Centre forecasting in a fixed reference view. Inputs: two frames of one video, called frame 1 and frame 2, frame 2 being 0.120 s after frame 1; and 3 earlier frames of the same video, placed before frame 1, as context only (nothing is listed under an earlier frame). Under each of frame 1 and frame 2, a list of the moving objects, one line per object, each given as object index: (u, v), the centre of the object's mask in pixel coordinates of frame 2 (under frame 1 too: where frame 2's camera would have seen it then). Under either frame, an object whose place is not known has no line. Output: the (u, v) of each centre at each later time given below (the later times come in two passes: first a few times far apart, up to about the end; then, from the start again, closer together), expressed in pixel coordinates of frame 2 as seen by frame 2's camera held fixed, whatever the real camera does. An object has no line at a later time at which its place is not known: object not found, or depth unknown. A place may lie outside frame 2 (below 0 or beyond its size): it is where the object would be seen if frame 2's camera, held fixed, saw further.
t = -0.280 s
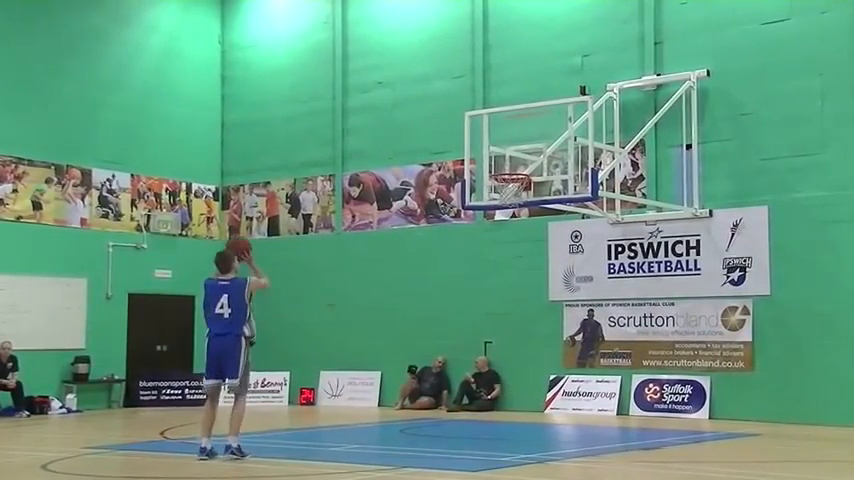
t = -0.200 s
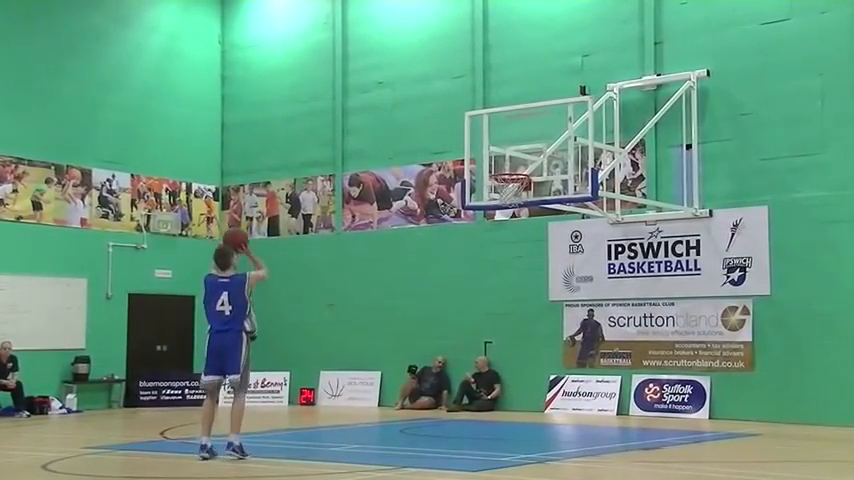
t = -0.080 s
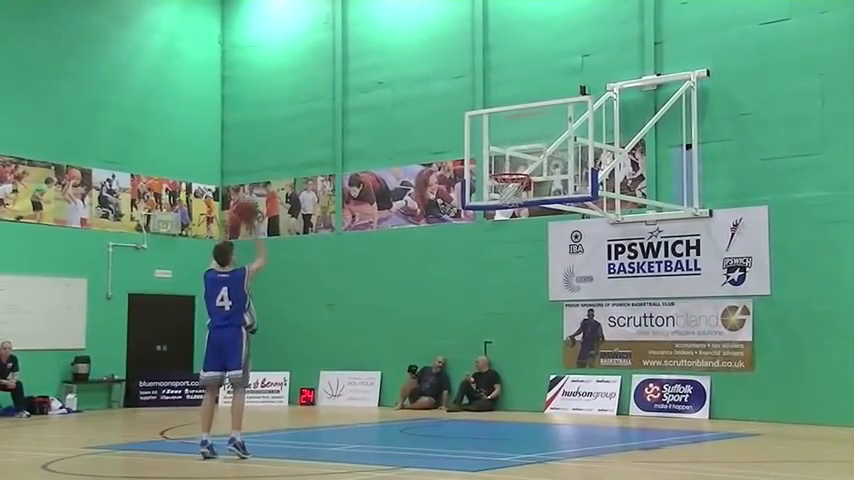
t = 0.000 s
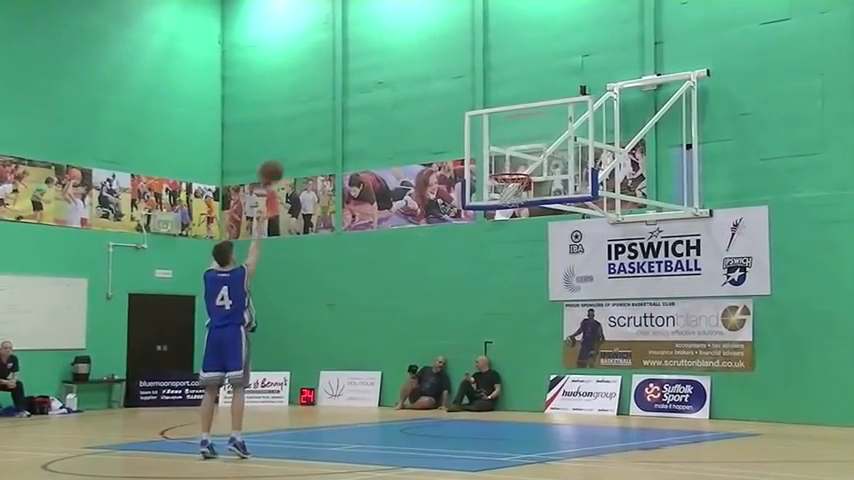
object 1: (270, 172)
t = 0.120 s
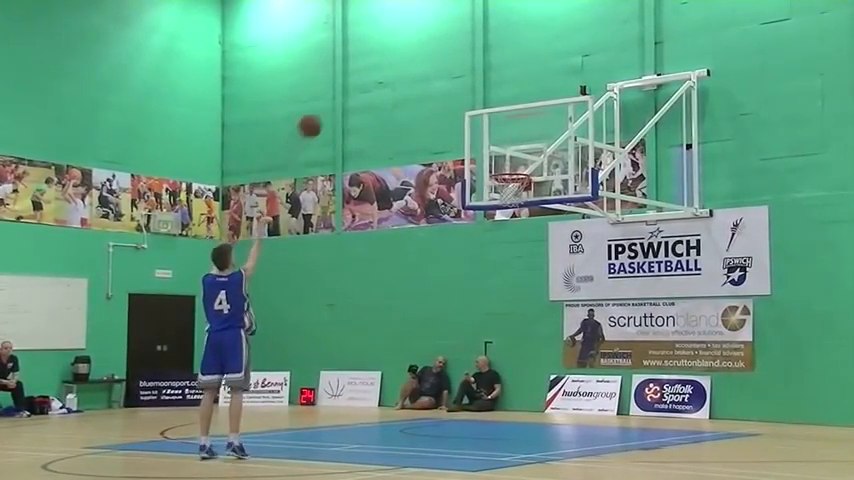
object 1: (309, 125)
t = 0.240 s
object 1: (345, 97)
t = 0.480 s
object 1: (410, 81)
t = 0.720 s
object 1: (466, 113)
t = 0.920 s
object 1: (508, 169)
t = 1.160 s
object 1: (507, 257)
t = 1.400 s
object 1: (503, 392)
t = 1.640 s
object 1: (486, 340)
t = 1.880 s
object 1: (465, 274)
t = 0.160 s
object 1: (322, 114)
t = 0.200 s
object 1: (334, 105)
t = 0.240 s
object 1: (345, 97)
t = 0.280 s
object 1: (356, 90)
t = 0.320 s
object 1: (368, 85)
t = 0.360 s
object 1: (378, 82)
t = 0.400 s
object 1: (389, 80)
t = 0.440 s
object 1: (400, 80)
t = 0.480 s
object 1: (410, 81)
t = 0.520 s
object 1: (420, 83)
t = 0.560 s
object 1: (429, 87)
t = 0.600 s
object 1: (439, 92)
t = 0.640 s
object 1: (448, 98)
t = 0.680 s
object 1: (457, 105)
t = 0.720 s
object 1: (466, 113)
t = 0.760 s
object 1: (475, 123)
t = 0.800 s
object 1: (484, 134)
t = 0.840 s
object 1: (492, 146)
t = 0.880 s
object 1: (501, 159)
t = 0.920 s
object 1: (508, 169)
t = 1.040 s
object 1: (511, 211)
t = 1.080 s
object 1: (510, 225)
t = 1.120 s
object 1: (509, 240)
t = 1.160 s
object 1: (507, 257)
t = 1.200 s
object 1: (506, 276)
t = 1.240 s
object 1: (506, 296)
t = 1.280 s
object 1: (505, 318)
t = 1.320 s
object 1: (504, 341)
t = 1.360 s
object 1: (504, 366)
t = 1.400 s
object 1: (503, 392)
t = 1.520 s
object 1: (495, 391)
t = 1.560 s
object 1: (493, 375)
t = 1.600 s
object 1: (489, 356)
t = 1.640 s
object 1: (486, 340)
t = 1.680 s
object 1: (482, 326)
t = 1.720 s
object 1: (479, 313)
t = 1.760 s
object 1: (475, 301)
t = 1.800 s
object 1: (472, 291)
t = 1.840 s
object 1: (469, 281)
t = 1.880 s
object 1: (465, 274)
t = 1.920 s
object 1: (463, 267)
